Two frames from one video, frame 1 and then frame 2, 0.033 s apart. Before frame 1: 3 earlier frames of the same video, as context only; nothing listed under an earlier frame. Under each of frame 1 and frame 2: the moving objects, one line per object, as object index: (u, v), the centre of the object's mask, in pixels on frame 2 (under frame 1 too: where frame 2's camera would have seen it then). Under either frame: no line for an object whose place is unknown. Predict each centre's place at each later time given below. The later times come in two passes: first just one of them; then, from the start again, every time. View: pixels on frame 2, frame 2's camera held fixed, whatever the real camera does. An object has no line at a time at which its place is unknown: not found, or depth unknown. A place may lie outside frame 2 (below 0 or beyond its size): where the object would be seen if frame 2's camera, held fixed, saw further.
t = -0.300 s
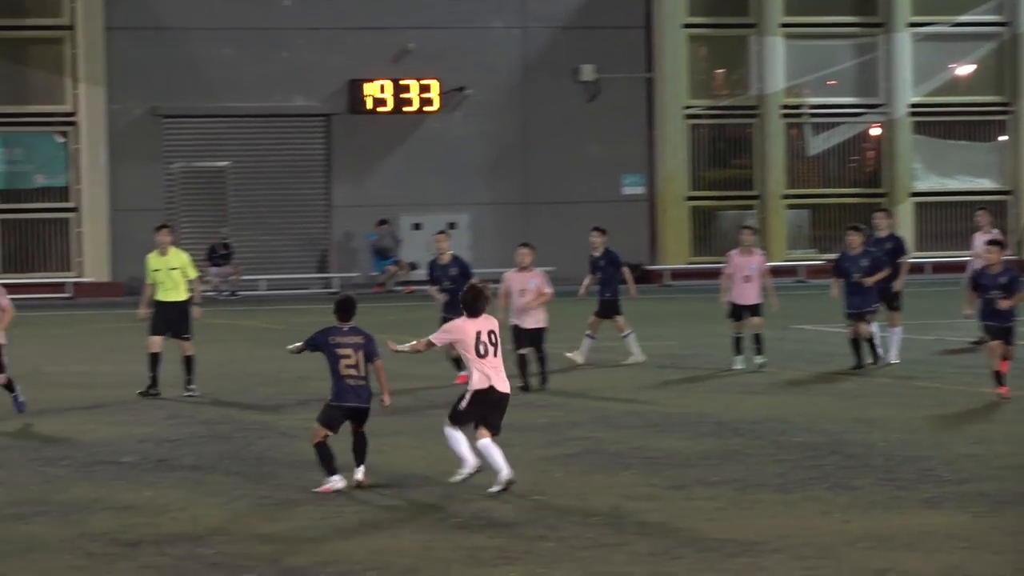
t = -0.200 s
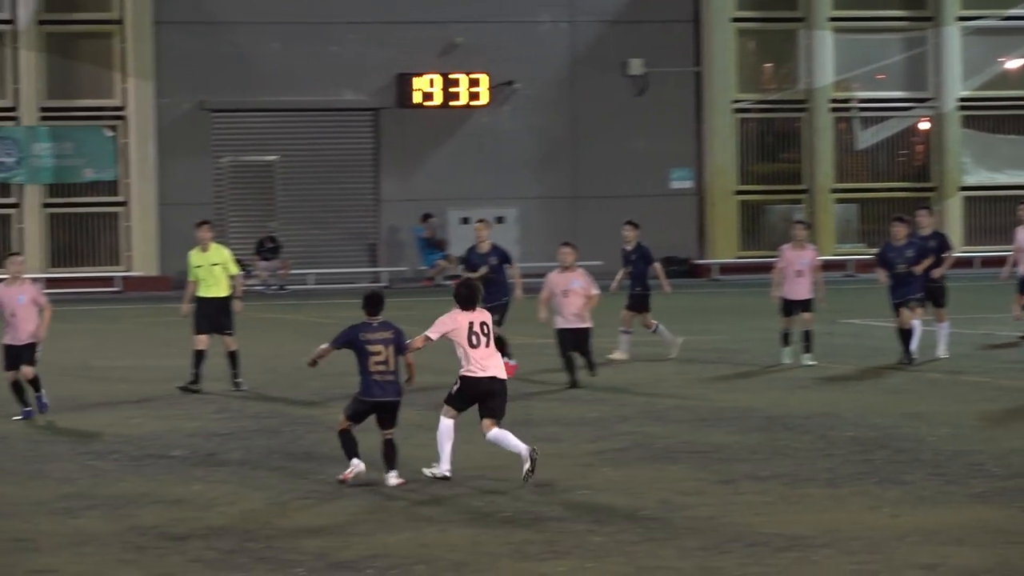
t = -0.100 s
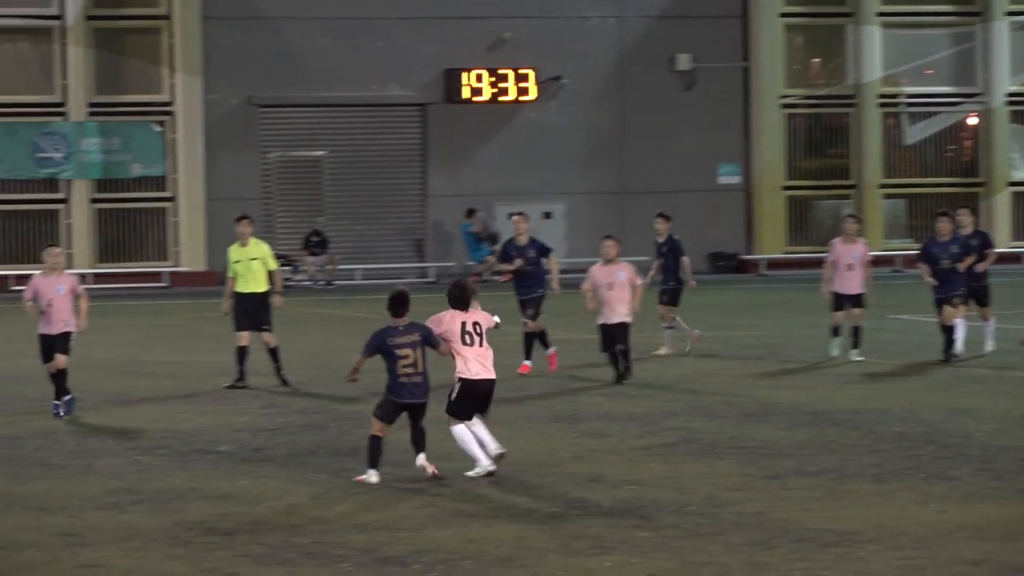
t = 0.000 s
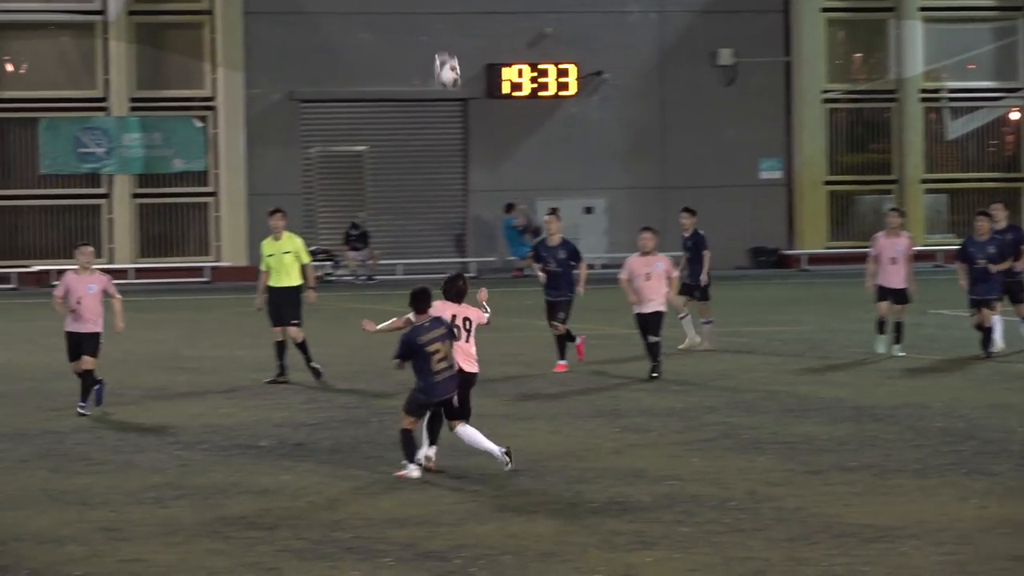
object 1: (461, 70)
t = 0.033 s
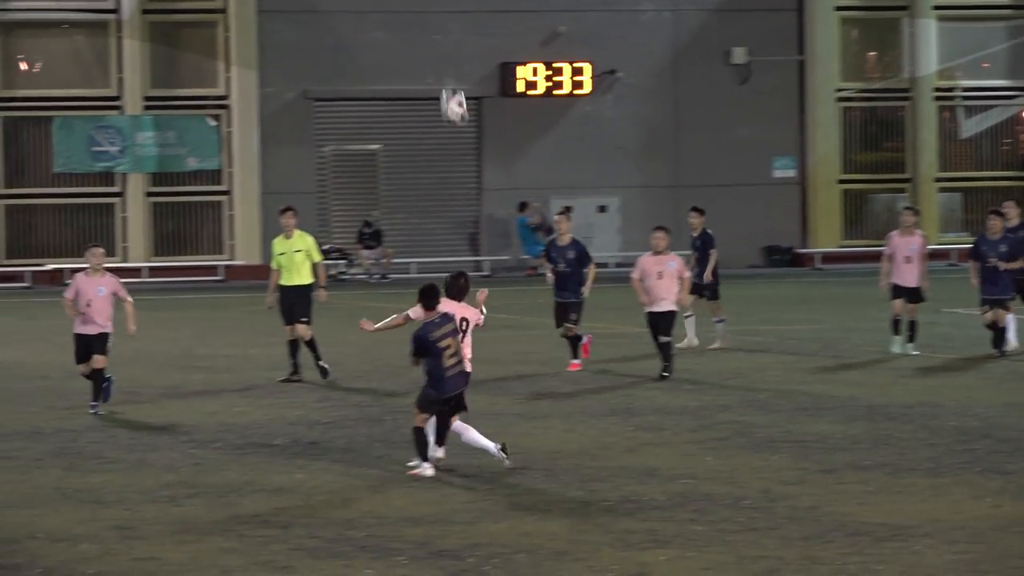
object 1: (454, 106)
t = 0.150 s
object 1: (431, 247)
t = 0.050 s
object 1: (451, 126)
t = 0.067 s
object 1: (447, 145)
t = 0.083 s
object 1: (444, 166)
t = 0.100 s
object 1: (441, 185)
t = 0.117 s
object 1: (438, 205)
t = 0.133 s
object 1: (434, 227)
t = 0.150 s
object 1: (431, 247)
